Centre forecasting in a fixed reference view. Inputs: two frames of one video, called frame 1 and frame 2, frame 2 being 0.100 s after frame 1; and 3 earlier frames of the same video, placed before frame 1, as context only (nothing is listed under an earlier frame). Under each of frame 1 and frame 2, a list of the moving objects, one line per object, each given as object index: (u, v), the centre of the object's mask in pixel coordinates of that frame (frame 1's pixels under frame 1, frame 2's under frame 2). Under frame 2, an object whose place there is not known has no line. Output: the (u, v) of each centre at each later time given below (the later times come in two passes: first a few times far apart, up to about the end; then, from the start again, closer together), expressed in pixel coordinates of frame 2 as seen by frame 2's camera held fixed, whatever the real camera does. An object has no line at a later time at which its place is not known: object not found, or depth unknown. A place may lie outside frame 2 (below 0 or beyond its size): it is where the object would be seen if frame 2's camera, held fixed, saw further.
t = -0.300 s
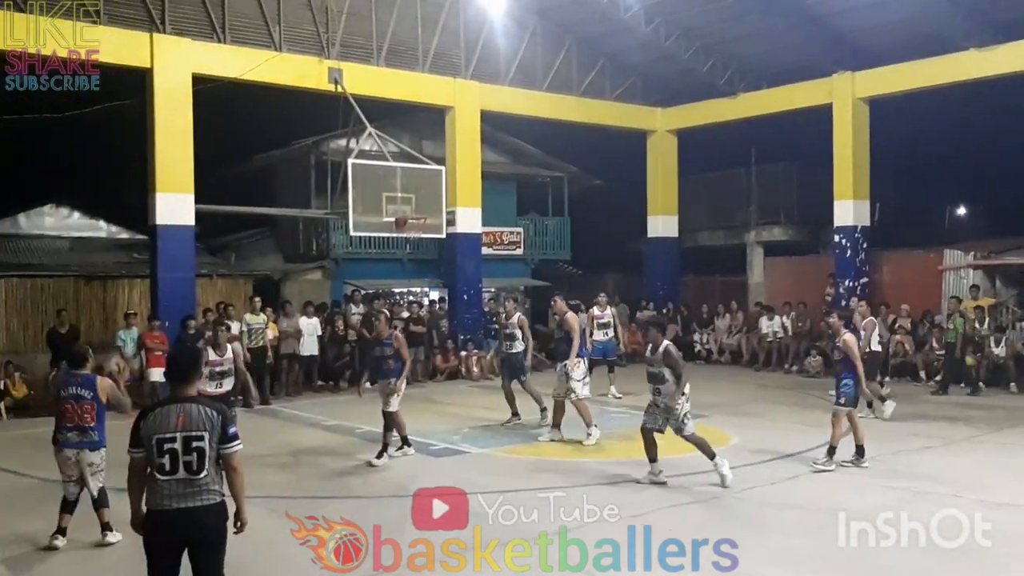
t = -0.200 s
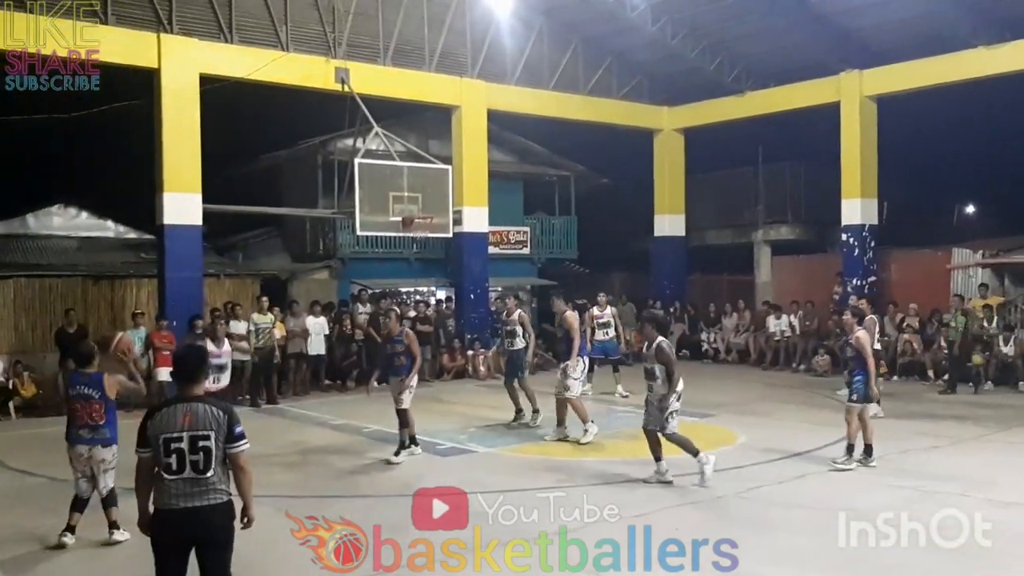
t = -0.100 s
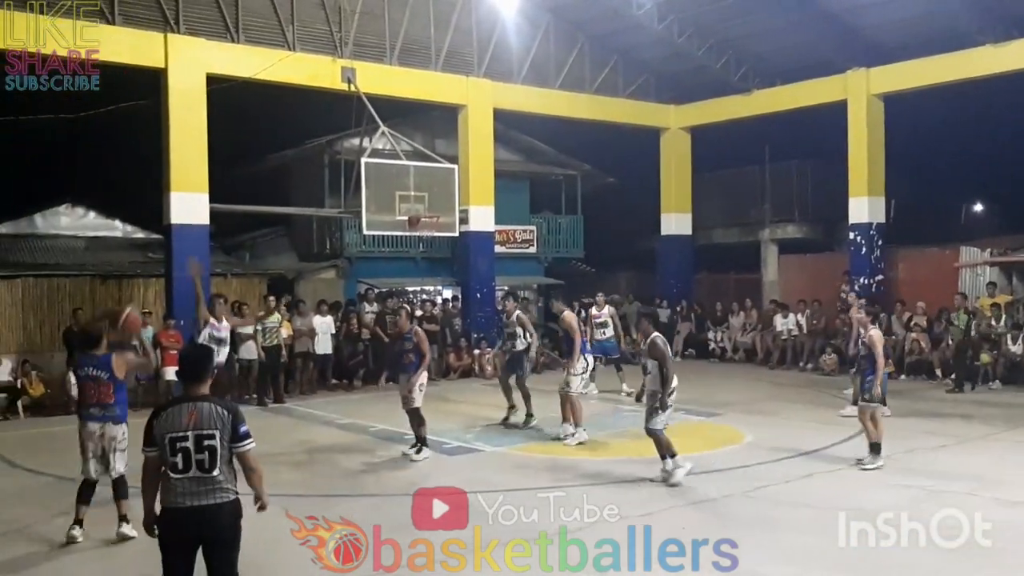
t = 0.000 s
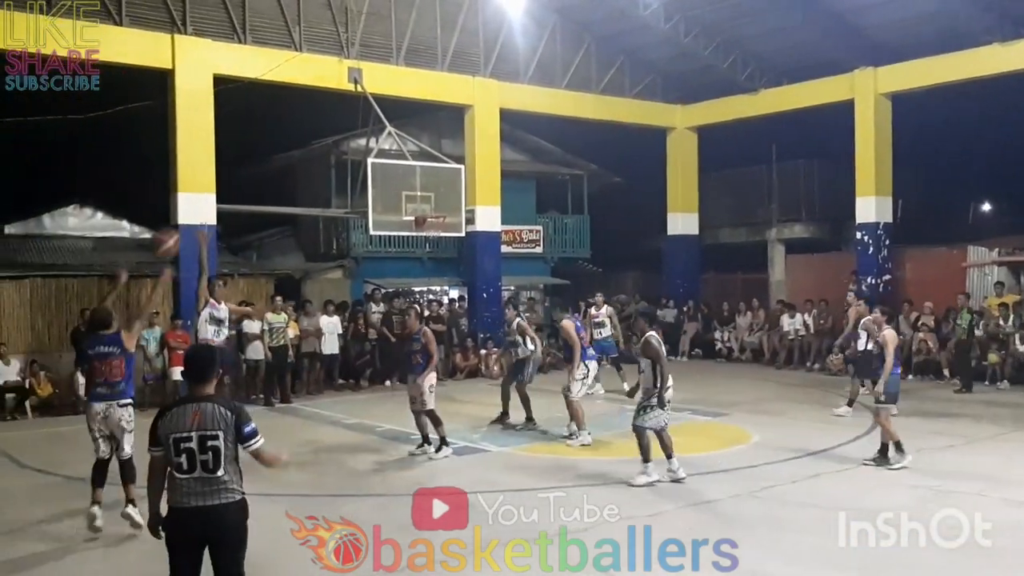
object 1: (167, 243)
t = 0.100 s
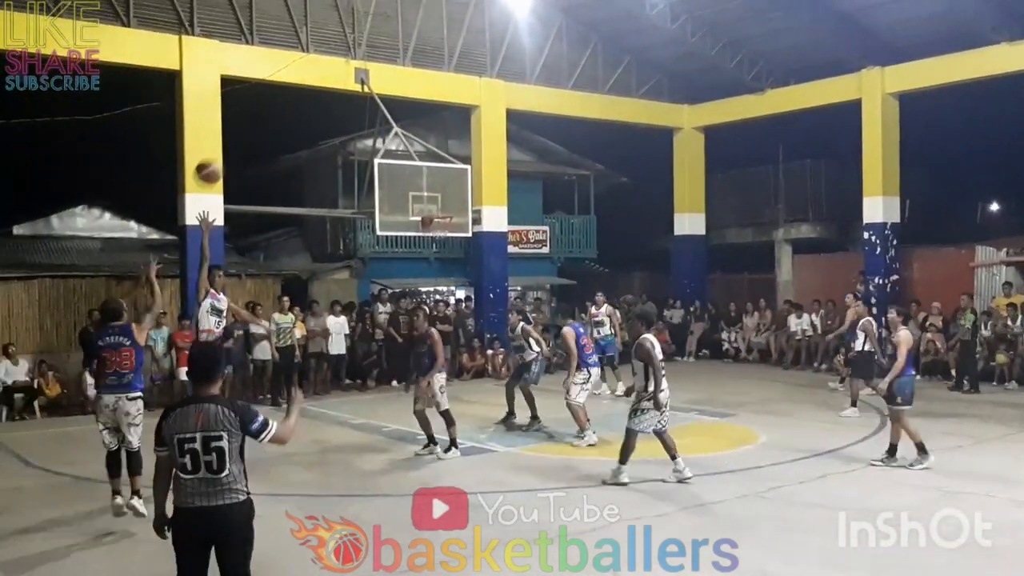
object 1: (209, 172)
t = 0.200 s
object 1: (242, 120)
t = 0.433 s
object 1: (303, 52)
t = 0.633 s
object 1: (345, 41)
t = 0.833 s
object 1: (378, 60)
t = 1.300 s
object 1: (438, 188)
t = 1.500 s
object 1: (441, 205)
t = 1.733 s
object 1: (440, 193)
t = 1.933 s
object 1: (446, 205)
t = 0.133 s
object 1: (222, 152)
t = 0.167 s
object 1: (232, 135)
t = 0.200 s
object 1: (242, 120)
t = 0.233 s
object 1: (252, 106)
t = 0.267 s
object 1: (261, 93)
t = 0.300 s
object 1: (269, 83)
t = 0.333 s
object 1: (278, 72)
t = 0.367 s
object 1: (287, 64)
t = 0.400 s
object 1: (296, 57)
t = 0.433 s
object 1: (303, 52)
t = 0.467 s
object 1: (311, 47)
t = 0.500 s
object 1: (318, 43)
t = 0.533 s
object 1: (324, 41)
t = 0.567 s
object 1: (332, 41)
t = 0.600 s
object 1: (339, 40)
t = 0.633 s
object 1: (345, 41)
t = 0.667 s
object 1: (351, 43)
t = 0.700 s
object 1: (357, 46)
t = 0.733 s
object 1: (364, 47)
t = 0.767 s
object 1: (368, 51)
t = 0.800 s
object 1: (373, 55)
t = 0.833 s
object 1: (378, 60)
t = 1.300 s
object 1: (438, 188)
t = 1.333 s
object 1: (442, 202)
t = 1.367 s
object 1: (445, 210)
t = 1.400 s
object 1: (446, 212)
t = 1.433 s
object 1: (445, 211)
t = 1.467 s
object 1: (444, 208)
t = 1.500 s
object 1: (441, 205)
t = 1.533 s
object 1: (436, 203)
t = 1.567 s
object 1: (434, 203)
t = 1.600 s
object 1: (435, 200)
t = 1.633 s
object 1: (438, 196)
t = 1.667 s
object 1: (439, 194)
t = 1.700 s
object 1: (440, 193)
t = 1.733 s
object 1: (440, 193)
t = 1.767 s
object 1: (441, 194)
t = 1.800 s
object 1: (442, 195)
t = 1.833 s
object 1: (443, 196)
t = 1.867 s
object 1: (444, 199)
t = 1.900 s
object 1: (445, 202)
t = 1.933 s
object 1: (446, 205)
